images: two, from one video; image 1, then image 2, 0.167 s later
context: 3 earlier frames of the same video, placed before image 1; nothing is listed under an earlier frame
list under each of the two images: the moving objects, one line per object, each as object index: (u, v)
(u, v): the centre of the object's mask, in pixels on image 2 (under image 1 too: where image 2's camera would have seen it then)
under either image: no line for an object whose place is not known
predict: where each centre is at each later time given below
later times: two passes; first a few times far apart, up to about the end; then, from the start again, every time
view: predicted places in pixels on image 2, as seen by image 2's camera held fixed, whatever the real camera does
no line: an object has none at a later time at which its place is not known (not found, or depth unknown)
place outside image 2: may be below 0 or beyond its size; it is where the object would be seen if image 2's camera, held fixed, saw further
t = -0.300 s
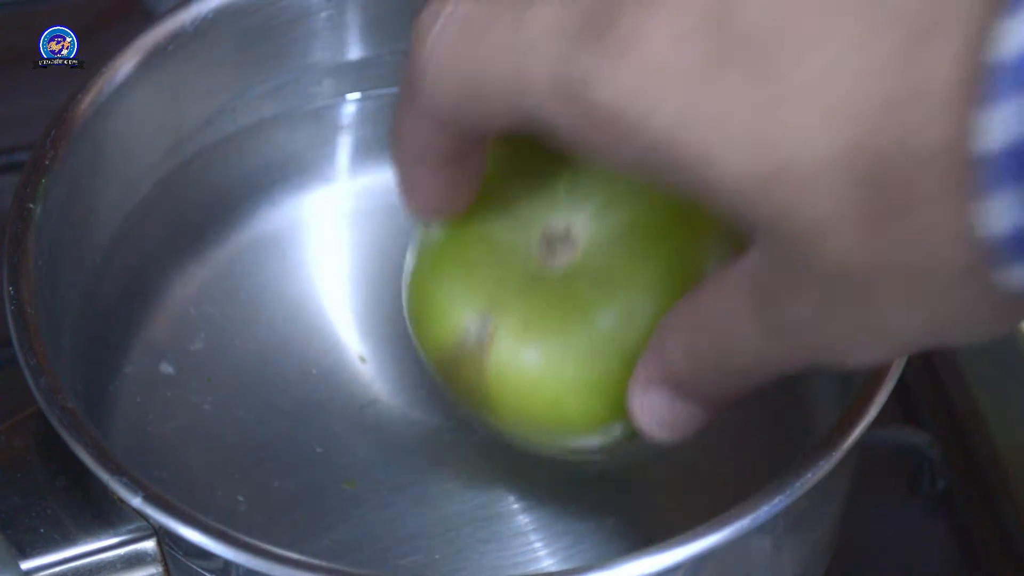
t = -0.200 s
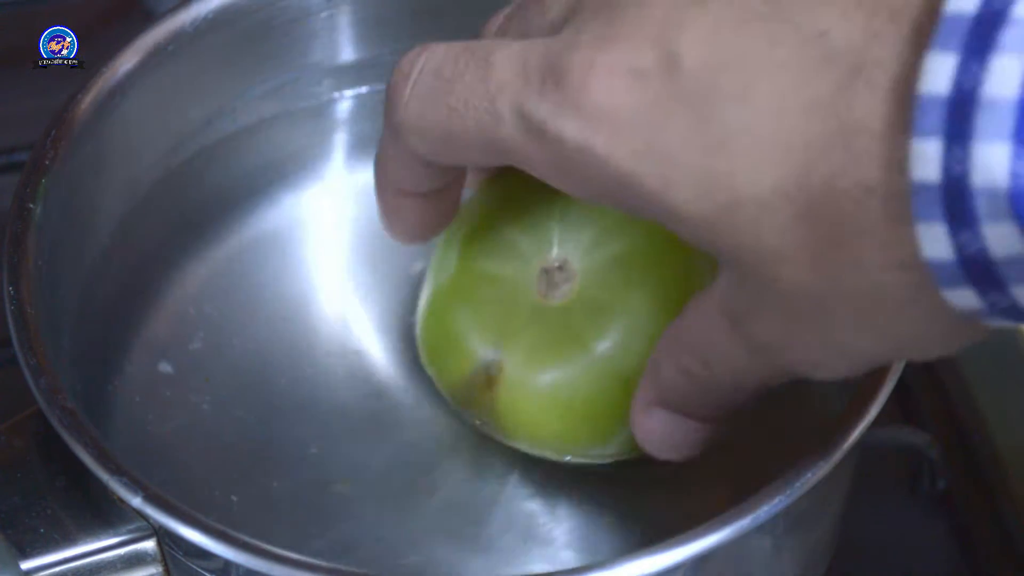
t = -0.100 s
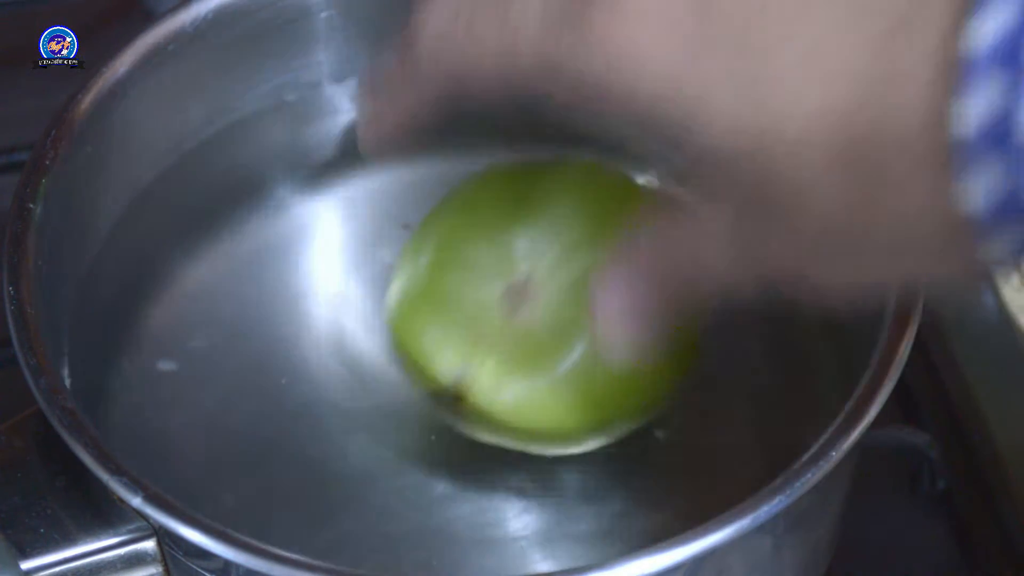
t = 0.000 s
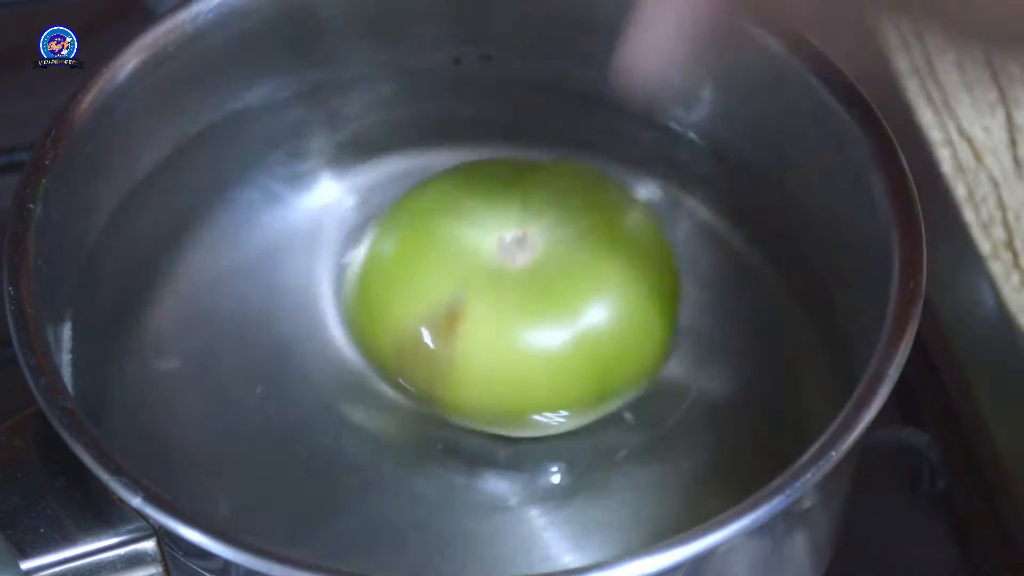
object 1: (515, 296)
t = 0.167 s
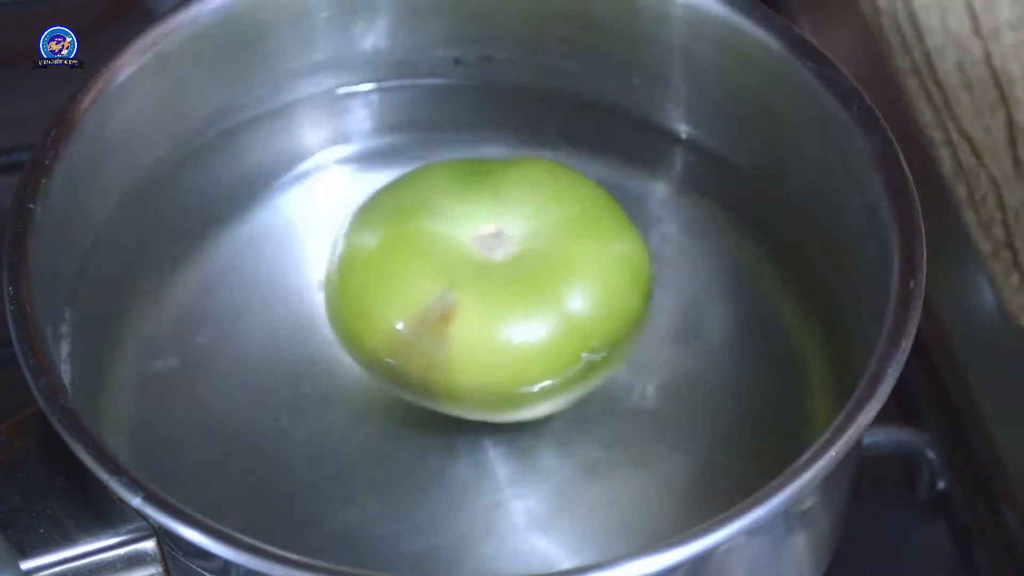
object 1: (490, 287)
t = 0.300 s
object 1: (468, 274)
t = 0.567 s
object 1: (428, 263)
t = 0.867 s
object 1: (432, 258)
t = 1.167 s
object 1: (423, 260)
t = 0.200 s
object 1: (485, 284)
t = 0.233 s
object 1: (479, 280)
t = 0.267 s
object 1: (474, 277)
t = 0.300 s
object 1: (468, 274)
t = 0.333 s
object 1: (462, 270)
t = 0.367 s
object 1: (455, 268)
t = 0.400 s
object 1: (448, 266)
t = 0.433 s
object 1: (443, 264)
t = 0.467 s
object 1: (436, 265)
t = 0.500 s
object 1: (431, 266)
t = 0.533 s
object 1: (429, 265)
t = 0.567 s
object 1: (428, 263)
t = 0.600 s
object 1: (429, 262)
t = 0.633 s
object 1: (430, 262)
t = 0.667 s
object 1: (431, 263)
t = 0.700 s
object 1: (431, 263)
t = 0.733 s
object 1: (432, 260)
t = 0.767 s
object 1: (434, 257)
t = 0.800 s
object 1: (433, 257)
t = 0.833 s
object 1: (432, 259)
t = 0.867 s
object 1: (432, 258)
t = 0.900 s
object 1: (431, 257)
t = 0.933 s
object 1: (429, 259)
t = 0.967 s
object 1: (428, 261)
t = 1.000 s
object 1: (426, 262)
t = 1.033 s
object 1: (426, 262)
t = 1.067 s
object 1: (426, 264)
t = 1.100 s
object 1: (427, 266)
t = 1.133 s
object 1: (428, 266)
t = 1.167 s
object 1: (423, 260)
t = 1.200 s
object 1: (423, 259)
